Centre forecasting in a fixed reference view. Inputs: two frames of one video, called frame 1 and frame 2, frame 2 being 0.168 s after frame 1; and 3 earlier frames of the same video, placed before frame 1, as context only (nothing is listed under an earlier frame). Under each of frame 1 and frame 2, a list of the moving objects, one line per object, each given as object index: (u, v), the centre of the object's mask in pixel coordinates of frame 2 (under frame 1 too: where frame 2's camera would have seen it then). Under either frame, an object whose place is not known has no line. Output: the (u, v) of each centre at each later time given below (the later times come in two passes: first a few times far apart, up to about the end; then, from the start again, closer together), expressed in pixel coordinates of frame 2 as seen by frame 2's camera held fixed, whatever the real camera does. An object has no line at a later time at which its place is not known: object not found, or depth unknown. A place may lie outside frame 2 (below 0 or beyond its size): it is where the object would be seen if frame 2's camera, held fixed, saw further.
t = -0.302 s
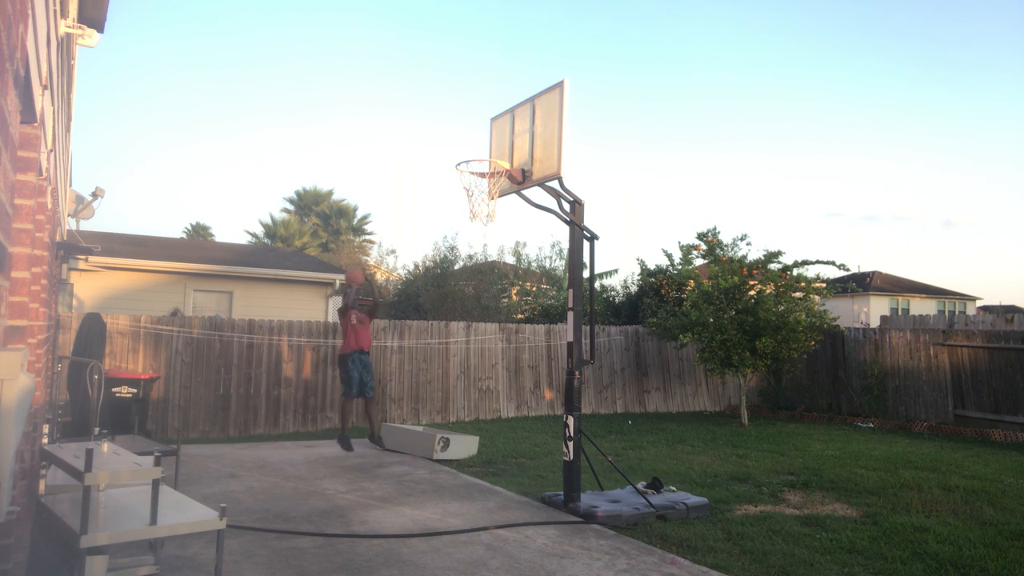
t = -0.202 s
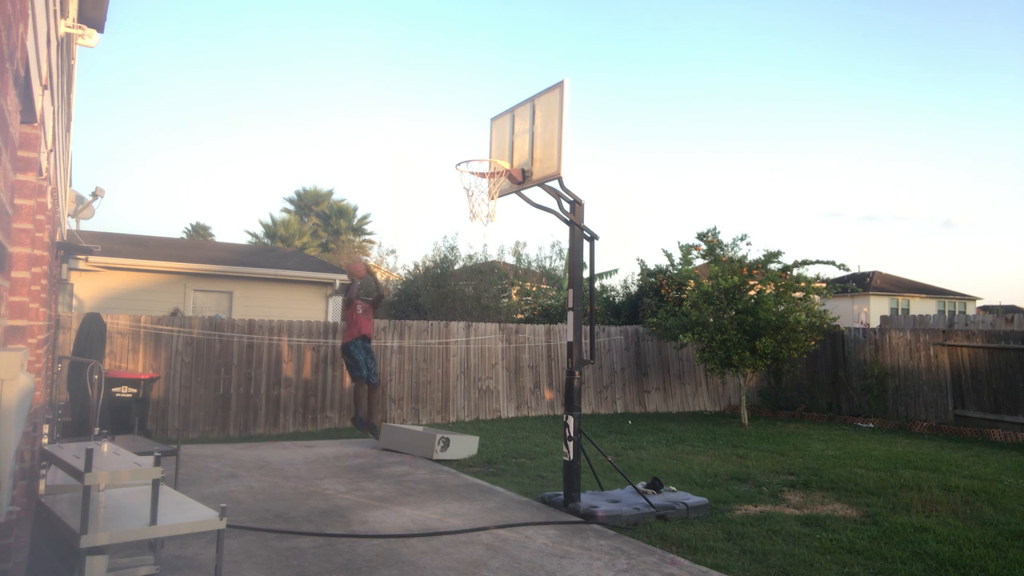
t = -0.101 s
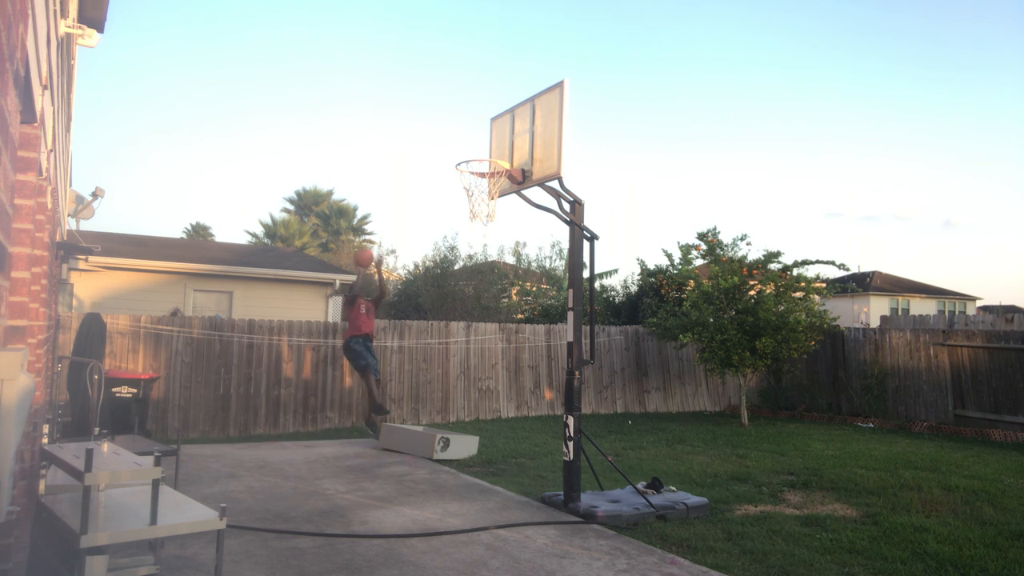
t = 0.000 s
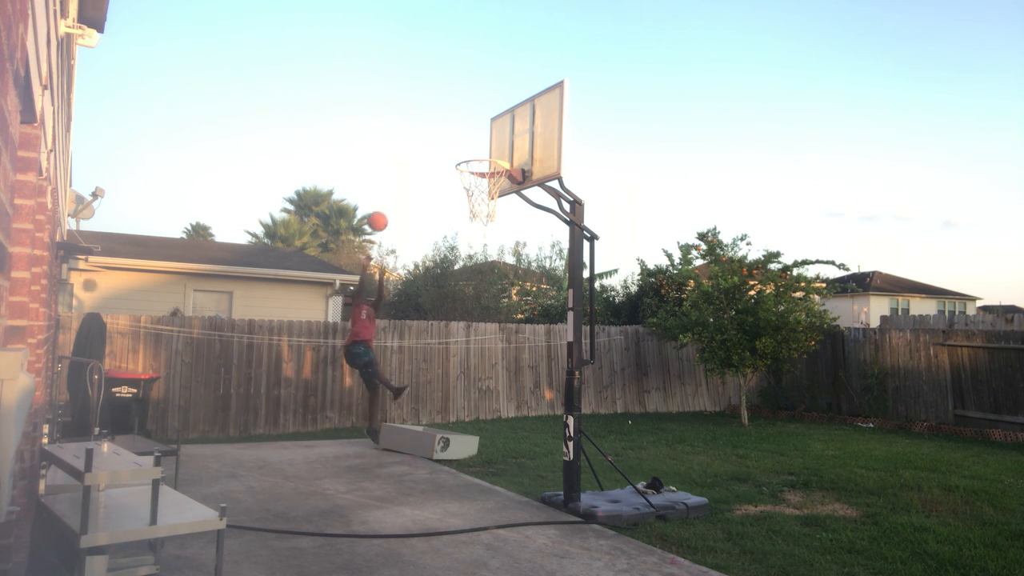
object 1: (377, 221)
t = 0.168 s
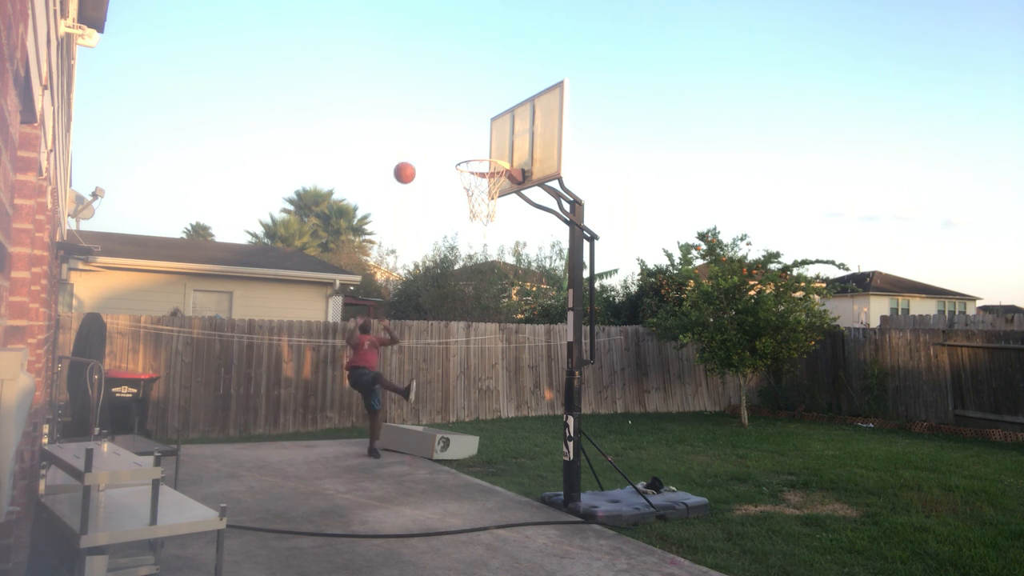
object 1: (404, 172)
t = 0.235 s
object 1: (416, 159)
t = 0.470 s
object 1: (460, 140)
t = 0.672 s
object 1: (488, 163)
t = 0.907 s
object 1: (468, 210)
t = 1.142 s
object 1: (474, 264)
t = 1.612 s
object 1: (480, 460)
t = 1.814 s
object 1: (492, 362)
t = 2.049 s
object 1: (502, 306)
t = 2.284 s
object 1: (511, 305)
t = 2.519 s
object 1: (518, 356)
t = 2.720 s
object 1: (522, 439)
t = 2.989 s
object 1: (584, 481)
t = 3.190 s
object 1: (626, 477)
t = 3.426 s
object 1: (676, 472)
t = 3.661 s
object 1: (717, 470)
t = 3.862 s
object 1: (745, 464)
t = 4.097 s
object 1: (774, 461)
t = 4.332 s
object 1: (797, 457)
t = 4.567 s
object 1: (815, 454)
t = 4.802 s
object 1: (827, 452)
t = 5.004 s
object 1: (836, 451)
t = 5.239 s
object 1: (841, 450)
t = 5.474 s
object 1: (845, 450)
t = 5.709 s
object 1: (846, 449)
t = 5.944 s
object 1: (846, 449)
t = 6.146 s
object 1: (846, 449)
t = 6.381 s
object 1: (846, 450)
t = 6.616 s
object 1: (846, 450)
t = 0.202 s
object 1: (410, 165)
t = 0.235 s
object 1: (416, 159)
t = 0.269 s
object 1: (421, 153)
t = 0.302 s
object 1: (428, 148)
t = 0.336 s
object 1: (434, 145)
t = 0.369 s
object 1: (440, 142)
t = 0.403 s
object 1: (446, 140)
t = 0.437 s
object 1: (453, 140)
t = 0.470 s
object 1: (460, 140)
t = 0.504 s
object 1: (466, 142)
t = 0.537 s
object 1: (473, 145)
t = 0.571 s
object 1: (480, 148)
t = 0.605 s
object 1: (488, 151)
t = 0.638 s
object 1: (496, 154)
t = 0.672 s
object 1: (488, 163)
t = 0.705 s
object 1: (480, 175)
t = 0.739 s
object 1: (474, 183)
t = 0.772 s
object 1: (470, 191)
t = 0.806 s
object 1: (467, 197)
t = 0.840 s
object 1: (466, 201)
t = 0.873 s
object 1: (467, 205)
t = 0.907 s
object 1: (468, 210)
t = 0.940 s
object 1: (468, 214)
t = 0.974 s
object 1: (469, 219)
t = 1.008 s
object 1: (471, 226)
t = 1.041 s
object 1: (471, 234)
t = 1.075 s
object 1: (472, 243)
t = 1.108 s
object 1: (473, 253)
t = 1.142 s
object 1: (474, 264)
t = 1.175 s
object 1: (475, 276)
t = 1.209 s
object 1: (475, 288)
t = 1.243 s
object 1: (476, 303)
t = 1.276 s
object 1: (475, 318)
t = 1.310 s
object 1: (476, 334)
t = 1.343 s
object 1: (477, 351)
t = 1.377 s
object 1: (477, 368)
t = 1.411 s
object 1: (477, 386)
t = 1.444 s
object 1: (476, 407)
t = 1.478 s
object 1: (477, 427)
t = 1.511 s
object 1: (477, 449)
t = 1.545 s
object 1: (477, 472)
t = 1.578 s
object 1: (478, 481)
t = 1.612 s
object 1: (480, 460)
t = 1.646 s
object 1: (482, 440)
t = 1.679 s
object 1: (485, 422)
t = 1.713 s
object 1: (486, 405)
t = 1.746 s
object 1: (488, 389)
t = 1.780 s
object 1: (491, 376)
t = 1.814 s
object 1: (492, 362)
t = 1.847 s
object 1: (493, 350)
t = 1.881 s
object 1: (496, 339)
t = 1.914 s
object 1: (497, 330)
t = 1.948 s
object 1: (498, 322)
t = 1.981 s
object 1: (500, 315)
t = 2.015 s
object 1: (501, 310)
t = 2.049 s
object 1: (502, 306)
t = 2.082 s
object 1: (504, 301)
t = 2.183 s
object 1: (507, 299)
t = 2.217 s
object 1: (509, 299)
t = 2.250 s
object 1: (510, 301)
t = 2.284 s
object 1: (511, 305)
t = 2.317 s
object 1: (512, 308)
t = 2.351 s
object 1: (513, 313)
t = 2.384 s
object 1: (514, 320)
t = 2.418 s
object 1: (515, 326)
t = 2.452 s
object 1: (516, 336)
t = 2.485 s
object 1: (516, 345)
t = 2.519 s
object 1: (518, 356)
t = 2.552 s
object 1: (519, 367)
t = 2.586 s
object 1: (520, 380)
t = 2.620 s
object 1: (520, 394)
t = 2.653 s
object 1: (521, 408)
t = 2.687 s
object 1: (521, 423)
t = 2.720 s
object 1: (522, 439)
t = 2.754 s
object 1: (522, 457)
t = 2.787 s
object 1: (523, 475)
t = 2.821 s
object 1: (528, 487)
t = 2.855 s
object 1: (537, 486)
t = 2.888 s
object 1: (547, 483)
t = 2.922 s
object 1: (554, 482)
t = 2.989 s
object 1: (584, 481)
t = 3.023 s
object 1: (588, 482)
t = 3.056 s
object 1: (594, 482)
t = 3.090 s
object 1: (603, 482)
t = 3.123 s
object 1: (611, 480)
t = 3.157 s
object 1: (618, 478)
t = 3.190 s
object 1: (626, 477)
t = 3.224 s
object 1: (636, 474)
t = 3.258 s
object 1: (640, 474)
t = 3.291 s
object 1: (648, 472)
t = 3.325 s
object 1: (655, 470)
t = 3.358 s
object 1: (663, 471)
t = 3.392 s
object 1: (668, 472)
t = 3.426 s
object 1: (676, 472)
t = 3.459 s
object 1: (681, 472)
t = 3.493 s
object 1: (688, 471)
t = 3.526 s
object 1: (694, 470)
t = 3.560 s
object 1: (700, 470)
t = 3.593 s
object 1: (705, 470)
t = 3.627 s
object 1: (710, 470)
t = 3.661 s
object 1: (717, 470)
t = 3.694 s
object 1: (722, 468)
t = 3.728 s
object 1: (726, 466)
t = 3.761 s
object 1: (731, 465)
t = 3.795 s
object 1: (737, 465)
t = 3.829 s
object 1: (741, 465)
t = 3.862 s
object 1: (745, 464)
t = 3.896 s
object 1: (750, 464)
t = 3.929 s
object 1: (754, 463)
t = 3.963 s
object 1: (758, 462)
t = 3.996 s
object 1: (762, 462)
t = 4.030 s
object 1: (766, 461)
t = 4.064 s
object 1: (769, 461)
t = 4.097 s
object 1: (774, 461)
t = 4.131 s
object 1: (777, 461)
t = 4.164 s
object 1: (781, 461)
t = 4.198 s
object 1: (785, 460)
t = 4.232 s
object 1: (788, 459)
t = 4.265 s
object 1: (791, 458)
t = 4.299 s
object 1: (794, 457)
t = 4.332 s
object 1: (797, 457)
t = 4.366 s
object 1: (799, 456)
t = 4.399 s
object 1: (803, 456)
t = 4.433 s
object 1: (805, 456)
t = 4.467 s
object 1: (808, 455)
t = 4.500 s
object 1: (810, 455)
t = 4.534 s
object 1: (812, 454)
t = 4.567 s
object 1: (815, 454)
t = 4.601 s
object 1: (817, 454)
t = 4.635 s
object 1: (818, 454)
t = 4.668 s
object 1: (820, 453)
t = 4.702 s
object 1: (822, 453)
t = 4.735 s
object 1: (824, 453)
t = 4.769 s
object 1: (825, 453)
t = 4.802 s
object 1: (827, 452)
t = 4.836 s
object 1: (828, 452)
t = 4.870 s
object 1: (830, 452)
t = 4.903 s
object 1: (832, 451)
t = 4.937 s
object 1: (833, 451)
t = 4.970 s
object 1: (835, 451)
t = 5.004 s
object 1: (836, 451)
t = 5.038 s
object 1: (837, 451)
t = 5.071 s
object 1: (838, 451)
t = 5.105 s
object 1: (839, 450)
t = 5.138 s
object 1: (839, 450)
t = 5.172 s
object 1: (840, 450)
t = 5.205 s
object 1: (841, 450)
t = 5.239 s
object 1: (841, 450)
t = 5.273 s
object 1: (842, 449)
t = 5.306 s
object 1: (842, 450)
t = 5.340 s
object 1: (843, 450)
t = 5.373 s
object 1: (843, 449)
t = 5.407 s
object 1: (844, 449)
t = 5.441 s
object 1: (844, 450)
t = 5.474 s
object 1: (845, 450)
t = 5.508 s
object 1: (845, 450)
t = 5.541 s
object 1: (845, 449)
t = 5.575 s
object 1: (845, 449)
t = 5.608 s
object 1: (846, 449)
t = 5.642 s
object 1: (846, 449)
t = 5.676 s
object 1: (846, 449)
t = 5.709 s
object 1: (846, 449)
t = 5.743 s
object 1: (846, 449)
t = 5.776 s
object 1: (846, 449)
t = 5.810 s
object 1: (846, 449)
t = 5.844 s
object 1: (846, 449)
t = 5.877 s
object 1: (846, 449)
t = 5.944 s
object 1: (846, 449)
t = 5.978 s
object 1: (846, 449)
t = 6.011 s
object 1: (846, 449)
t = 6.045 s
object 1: (846, 449)
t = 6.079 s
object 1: (846, 449)
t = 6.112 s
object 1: (846, 449)
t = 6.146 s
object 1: (846, 449)
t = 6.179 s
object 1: (846, 449)
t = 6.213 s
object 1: (846, 449)
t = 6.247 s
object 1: (846, 449)
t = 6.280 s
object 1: (846, 449)
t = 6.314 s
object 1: (846, 449)
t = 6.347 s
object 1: (846, 449)
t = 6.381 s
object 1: (846, 450)
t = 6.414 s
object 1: (846, 450)
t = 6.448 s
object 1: (846, 450)
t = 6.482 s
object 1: (846, 449)
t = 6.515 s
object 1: (846, 449)
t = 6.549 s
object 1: (846, 449)
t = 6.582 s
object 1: (846, 449)
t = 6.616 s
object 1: (846, 450)
